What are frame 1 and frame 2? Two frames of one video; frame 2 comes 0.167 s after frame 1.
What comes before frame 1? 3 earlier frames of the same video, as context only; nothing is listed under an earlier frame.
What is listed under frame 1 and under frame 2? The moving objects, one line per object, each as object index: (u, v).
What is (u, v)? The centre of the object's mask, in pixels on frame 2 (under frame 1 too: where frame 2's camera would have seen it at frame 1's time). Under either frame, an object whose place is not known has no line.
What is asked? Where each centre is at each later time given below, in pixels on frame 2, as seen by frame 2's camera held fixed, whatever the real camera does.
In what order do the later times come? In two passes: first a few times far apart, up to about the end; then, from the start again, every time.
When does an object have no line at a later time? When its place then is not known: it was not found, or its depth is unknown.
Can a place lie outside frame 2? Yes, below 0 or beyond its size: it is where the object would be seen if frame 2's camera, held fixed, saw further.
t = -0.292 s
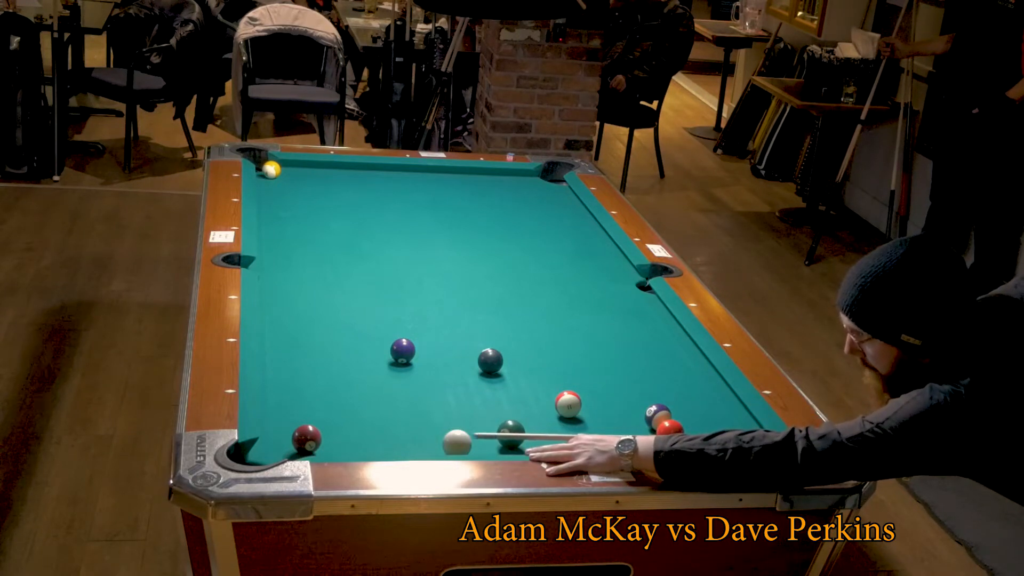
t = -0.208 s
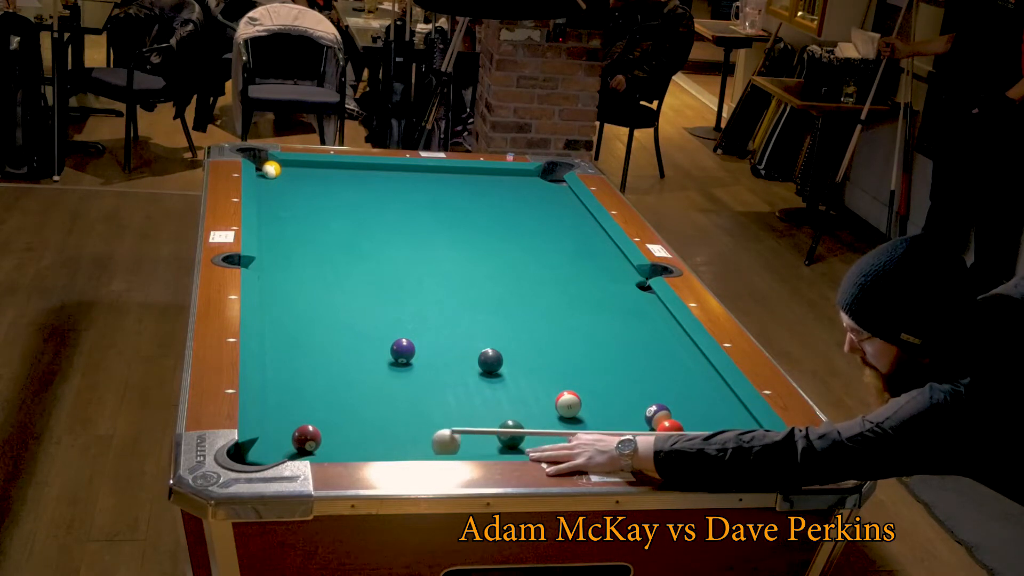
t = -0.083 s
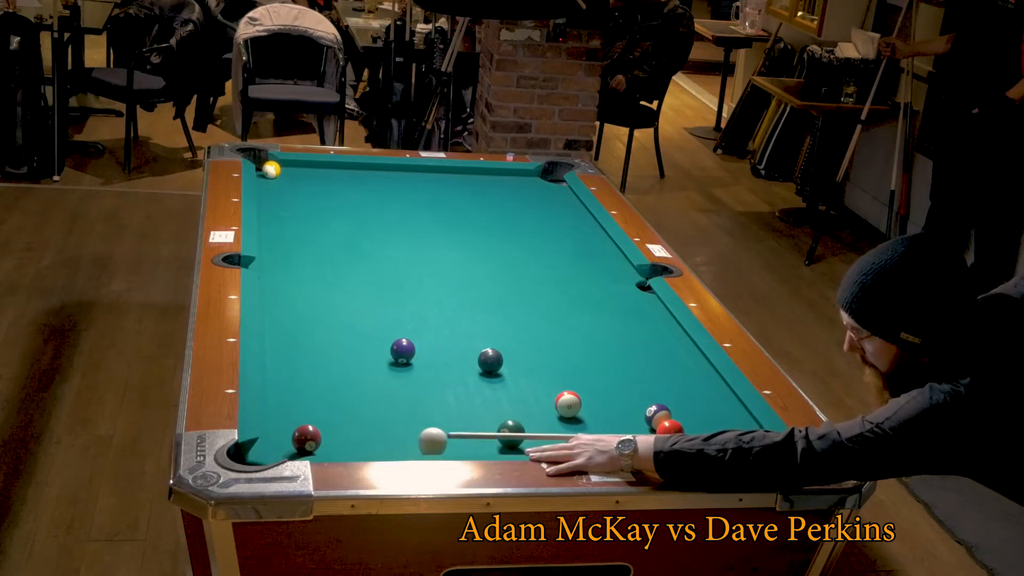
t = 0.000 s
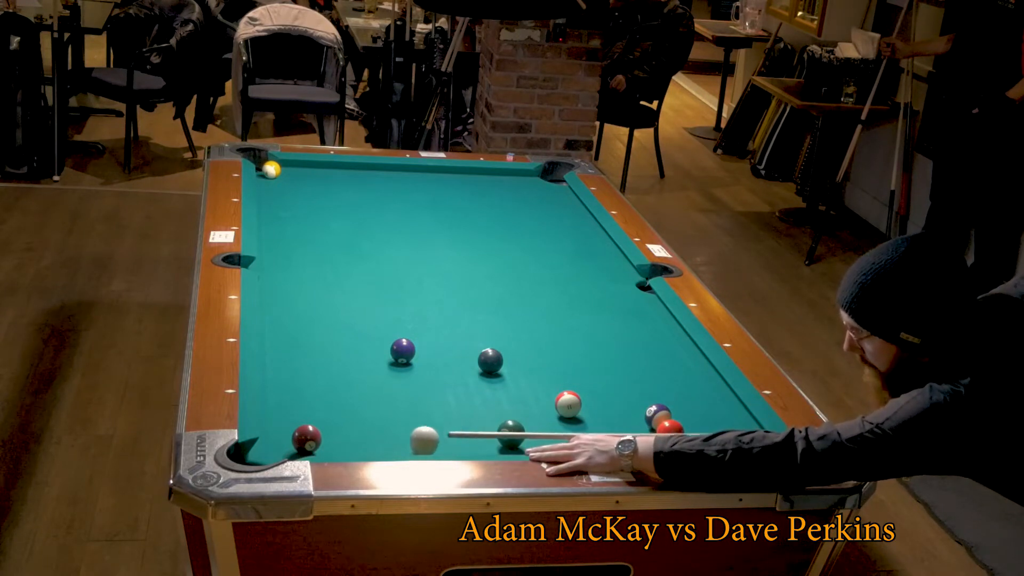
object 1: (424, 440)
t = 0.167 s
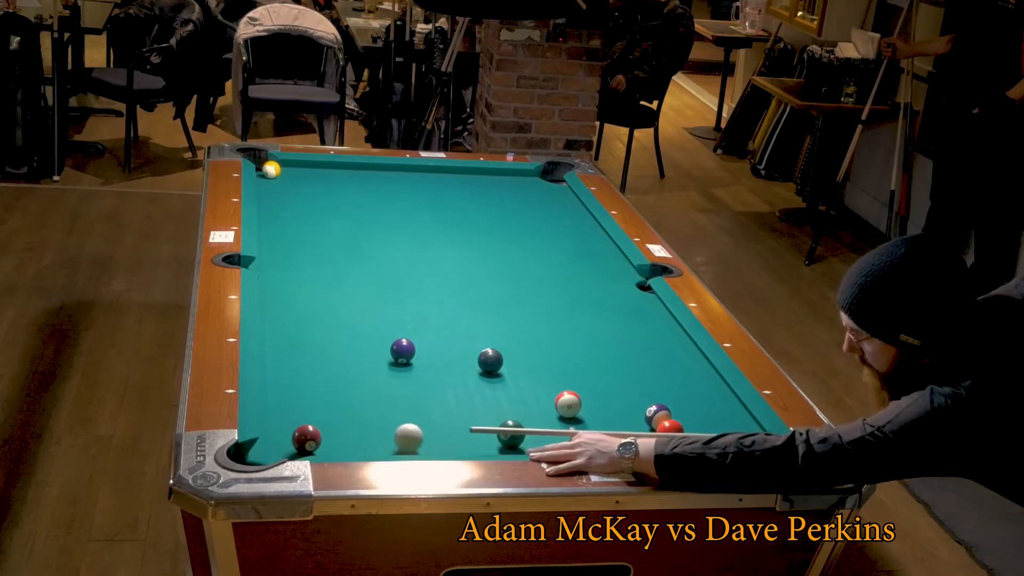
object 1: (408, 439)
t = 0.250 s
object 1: (401, 437)
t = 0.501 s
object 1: (380, 433)
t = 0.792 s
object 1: (360, 429)
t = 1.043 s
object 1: (346, 425)
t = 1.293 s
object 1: (334, 422)
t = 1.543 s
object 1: (325, 419)
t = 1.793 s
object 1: (318, 417)
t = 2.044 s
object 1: (313, 414)
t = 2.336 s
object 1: (312, 414)
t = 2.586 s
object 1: (312, 414)
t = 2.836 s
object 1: (312, 414)
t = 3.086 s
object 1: (312, 414)
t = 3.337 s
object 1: (312, 414)
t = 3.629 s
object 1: (312, 414)
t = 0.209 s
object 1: (405, 438)
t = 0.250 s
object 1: (401, 437)
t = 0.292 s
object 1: (397, 436)
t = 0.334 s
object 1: (394, 436)
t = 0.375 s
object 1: (390, 434)
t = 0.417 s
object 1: (387, 434)
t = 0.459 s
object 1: (383, 434)
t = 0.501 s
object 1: (380, 433)
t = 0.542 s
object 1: (377, 433)
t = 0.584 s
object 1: (374, 432)
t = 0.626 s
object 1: (371, 431)
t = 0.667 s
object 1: (368, 431)
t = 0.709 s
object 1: (365, 430)
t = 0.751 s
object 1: (363, 429)
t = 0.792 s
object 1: (360, 429)
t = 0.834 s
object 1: (358, 428)
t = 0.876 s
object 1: (355, 427)
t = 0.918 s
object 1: (353, 427)
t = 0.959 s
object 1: (350, 427)
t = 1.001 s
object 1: (348, 426)
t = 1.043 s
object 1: (346, 425)
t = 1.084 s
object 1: (344, 425)
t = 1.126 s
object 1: (342, 424)
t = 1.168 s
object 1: (340, 424)
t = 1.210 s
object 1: (338, 423)
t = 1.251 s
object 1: (336, 423)
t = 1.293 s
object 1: (334, 422)
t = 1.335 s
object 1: (332, 422)
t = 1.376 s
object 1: (331, 421)
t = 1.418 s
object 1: (329, 421)
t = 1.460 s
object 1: (328, 420)
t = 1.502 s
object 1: (327, 420)
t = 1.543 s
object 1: (325, 419)
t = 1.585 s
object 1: (324, 419)
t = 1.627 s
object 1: (322, 418)
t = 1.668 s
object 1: (321, 418)
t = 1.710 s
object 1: (320, 417)
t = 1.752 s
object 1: (319, 417)
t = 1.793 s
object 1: (318, 417)
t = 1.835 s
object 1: (317, 416)
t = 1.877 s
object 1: (316, 416)
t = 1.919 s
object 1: (315, 415)
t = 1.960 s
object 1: (314, 415)
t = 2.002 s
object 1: (314, 415)
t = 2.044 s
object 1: (313, 414)
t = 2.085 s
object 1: (313, 414)
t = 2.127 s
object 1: (313, 414)
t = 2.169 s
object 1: (312, 414)
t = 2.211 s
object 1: (312, 414)
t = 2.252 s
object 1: (312, 414)
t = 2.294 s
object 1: (312, 414)
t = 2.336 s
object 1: (312, 414)
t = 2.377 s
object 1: (312, 414)
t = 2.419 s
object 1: (312, 414)
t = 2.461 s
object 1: (312, 414)
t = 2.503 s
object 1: (312, 414)
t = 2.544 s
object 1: (312, 414)
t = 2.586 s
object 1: (312, 414)
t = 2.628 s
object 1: (312, 414)
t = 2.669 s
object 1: (312, 414)
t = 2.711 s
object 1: (312, 414)
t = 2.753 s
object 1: (312, 414)
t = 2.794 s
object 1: (312, 414)
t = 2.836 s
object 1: (312, 414)
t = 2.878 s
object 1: (312, 414)
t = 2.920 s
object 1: (312, 414)
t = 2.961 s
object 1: (312, 414)
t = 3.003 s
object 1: (312, 414)
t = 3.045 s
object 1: (312, 414)
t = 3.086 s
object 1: (312, 414)
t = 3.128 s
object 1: (312, 414)
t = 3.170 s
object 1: (312, 414)
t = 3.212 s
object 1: (312, 414)
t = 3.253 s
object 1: (312, 414)
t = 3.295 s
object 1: (312, 414)
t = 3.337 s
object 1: (312, 414)
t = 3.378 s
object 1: (312, 414)
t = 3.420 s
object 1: (312, 414)
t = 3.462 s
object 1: (312, 414)
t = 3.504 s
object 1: (312, 414)
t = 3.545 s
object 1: (312, 414)
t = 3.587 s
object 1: (312, 414)
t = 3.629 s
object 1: (312, 414)
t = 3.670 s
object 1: (312, 414)
